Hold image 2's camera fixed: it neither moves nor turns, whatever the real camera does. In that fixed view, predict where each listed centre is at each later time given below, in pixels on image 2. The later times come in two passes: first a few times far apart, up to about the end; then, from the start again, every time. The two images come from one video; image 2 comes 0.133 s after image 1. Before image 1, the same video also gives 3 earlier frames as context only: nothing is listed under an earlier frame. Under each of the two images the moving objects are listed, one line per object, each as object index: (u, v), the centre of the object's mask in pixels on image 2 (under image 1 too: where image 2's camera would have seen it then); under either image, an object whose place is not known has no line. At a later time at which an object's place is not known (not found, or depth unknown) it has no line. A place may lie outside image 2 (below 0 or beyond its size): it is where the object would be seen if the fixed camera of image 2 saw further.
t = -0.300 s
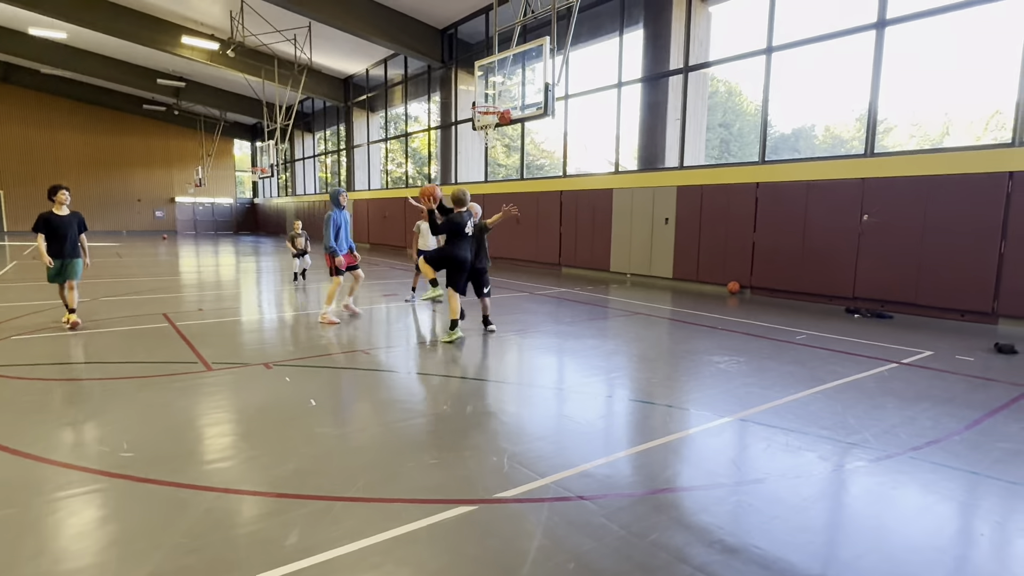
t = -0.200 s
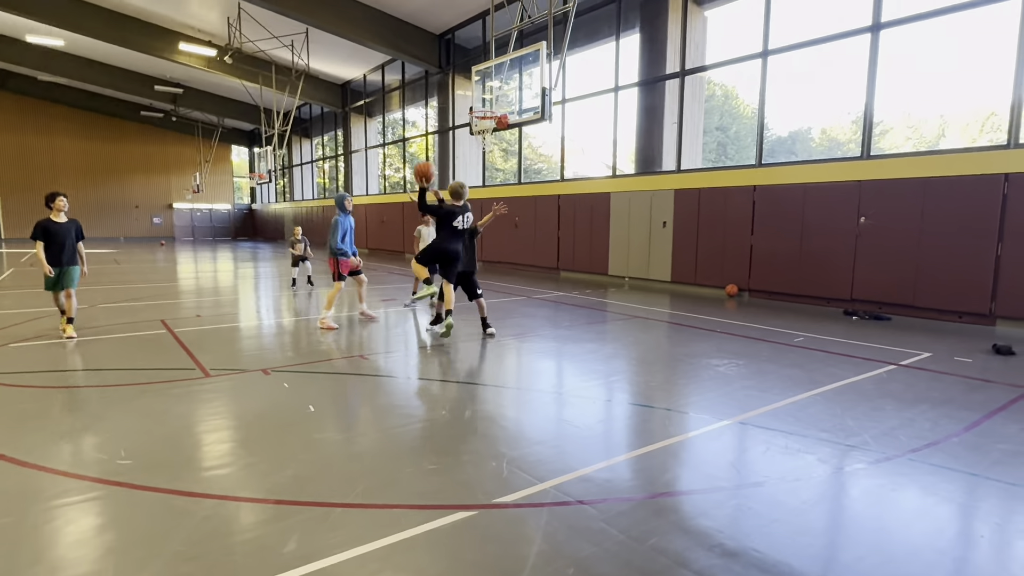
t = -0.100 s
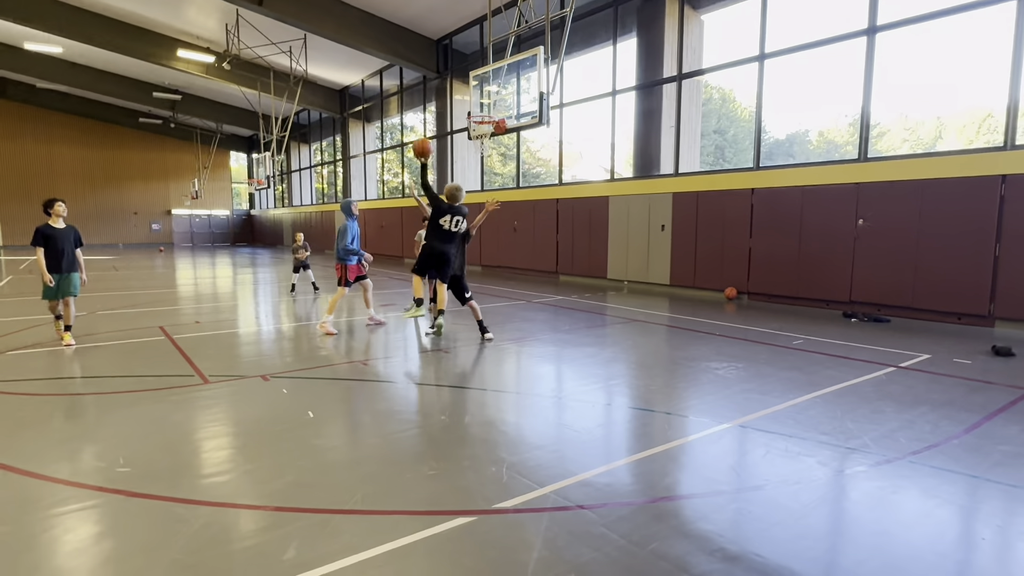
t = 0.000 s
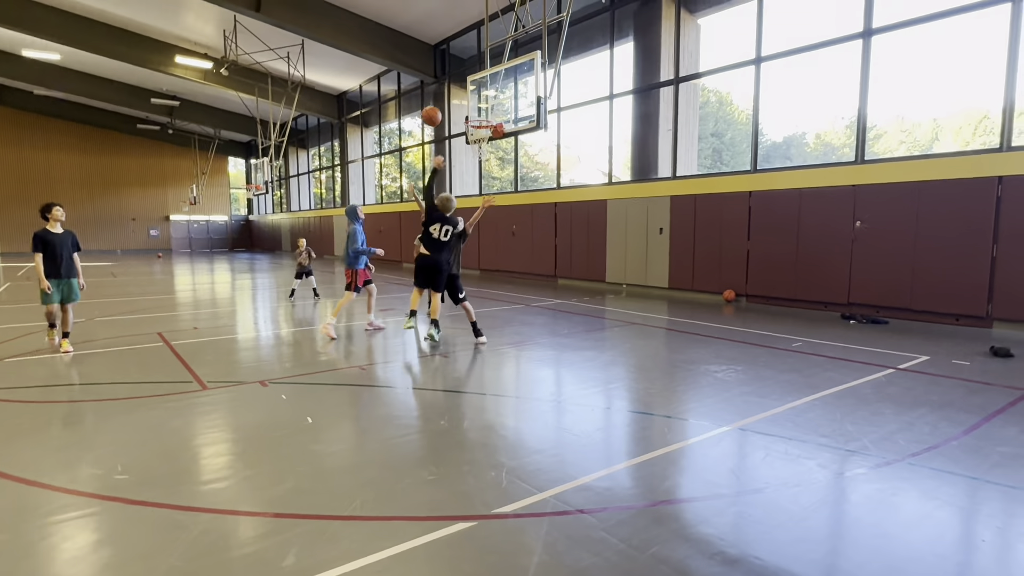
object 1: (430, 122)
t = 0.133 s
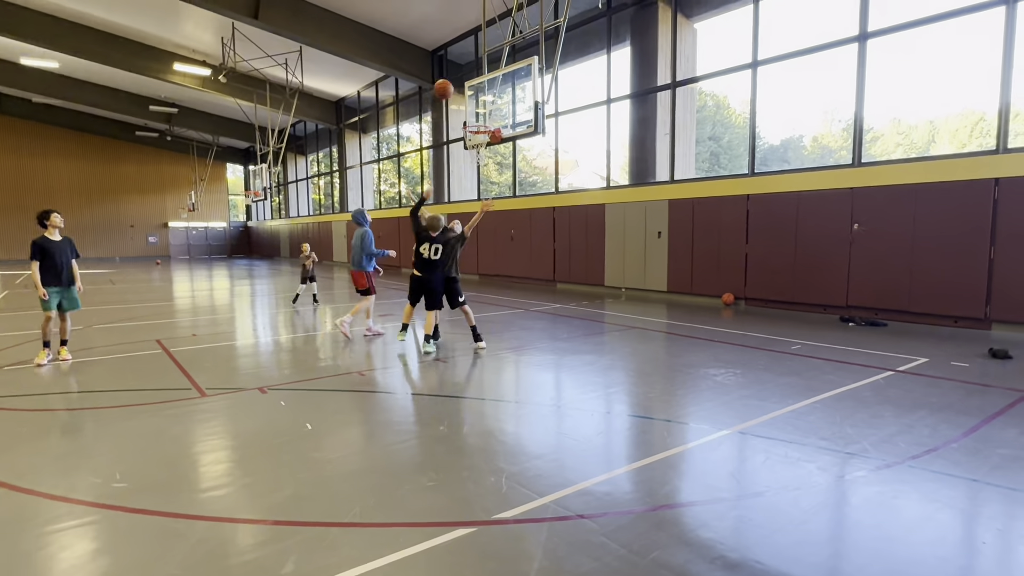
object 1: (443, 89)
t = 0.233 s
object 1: (454, 75)
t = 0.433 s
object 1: (471, 72)
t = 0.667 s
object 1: (490, 103)
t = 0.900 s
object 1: (470, 128)
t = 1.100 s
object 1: (480, 126)
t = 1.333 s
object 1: (466, 120)
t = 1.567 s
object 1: (470, 119)
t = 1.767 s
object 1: (482, 121)
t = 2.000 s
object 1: (474, 132)
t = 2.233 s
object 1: (467, 145)
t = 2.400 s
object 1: (476, 156)
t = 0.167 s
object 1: (447, 83)
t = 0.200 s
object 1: (450, 79)
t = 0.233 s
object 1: (454, 75)
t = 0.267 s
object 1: (457, 73)
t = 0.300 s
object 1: (460, 71)
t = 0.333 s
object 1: (463, 70)
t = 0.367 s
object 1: (466, 71)
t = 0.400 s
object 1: (468, 71)
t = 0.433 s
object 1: (471, 72)
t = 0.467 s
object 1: (474, 75)
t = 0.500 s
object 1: (477, 78)
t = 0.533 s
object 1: (480, 81)
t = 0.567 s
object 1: (482, 86)
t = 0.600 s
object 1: (485, 90)
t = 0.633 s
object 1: (487, 96)
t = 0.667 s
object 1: (490, 103)
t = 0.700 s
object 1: (492, 109)
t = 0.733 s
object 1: (491, 115)
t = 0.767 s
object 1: (485, 120)
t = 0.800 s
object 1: (479, 125)
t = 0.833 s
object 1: (474, 127)
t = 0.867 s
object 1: (470, 128)
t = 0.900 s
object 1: (470, 128)
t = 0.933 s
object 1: (475, 127)
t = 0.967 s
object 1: (480, 127)
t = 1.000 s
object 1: (484, 126)
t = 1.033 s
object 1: (484, 125)
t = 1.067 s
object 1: (483, 126)
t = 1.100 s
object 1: (480, 126)
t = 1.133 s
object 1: (476, 126)
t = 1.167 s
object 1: (473, 125)
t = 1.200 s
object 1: (470, 122)
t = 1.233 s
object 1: (468, 122)
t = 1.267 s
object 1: (467, 121)
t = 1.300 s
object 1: (466, 121)
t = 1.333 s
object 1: (466, 120)
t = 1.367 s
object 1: (466, 120)
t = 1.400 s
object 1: (466, 120)
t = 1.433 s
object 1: (466, 119)
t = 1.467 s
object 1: (467, 119)
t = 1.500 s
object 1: (468, 119)
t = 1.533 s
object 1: (469, 119)
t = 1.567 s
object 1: (470, 119)
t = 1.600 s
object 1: (472, 119)
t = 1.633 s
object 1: (473, 119)
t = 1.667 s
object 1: (475, 119)
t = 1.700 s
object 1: (477, 119)
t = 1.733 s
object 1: (479, 120)
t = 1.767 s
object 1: (482, 121)
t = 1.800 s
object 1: (483, 122)
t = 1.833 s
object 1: (485, 123)
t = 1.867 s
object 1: (485, 123)
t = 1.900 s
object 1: (483, 128)
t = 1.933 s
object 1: (481, 130)
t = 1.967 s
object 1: (477, 131)
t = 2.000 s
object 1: (474, 132)
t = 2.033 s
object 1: (472, 133)
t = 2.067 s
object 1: (469, 135)
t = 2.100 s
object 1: (468, 138)
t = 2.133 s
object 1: (467, 141)
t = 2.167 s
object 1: (466, 143)
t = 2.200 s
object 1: (466, 144)
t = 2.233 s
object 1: (467, 145)
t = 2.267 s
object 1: (469, 146)
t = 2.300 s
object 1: (471, 148)
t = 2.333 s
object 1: (472, 149)
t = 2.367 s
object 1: (474, 153)
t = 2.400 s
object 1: (476, 156)
